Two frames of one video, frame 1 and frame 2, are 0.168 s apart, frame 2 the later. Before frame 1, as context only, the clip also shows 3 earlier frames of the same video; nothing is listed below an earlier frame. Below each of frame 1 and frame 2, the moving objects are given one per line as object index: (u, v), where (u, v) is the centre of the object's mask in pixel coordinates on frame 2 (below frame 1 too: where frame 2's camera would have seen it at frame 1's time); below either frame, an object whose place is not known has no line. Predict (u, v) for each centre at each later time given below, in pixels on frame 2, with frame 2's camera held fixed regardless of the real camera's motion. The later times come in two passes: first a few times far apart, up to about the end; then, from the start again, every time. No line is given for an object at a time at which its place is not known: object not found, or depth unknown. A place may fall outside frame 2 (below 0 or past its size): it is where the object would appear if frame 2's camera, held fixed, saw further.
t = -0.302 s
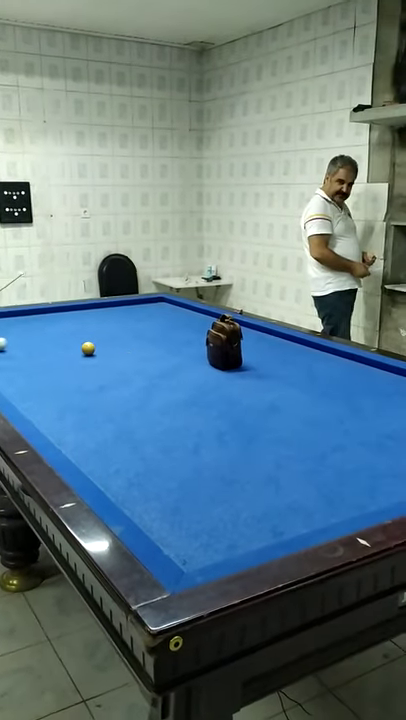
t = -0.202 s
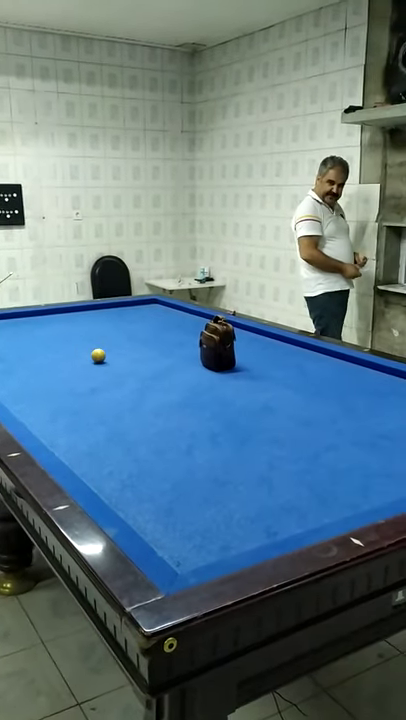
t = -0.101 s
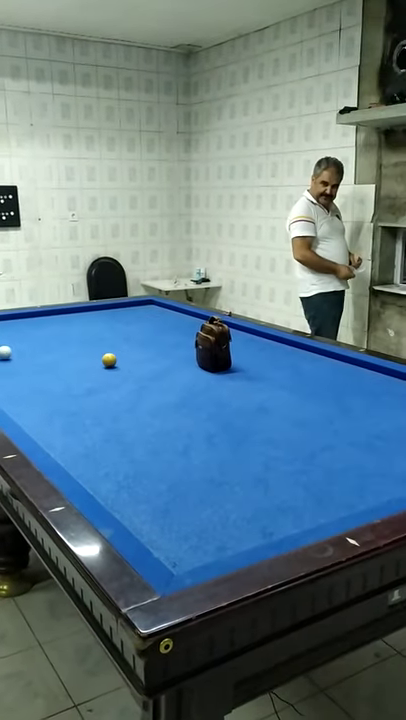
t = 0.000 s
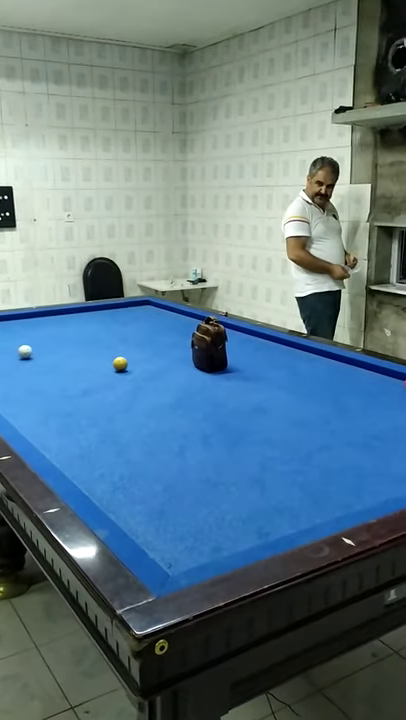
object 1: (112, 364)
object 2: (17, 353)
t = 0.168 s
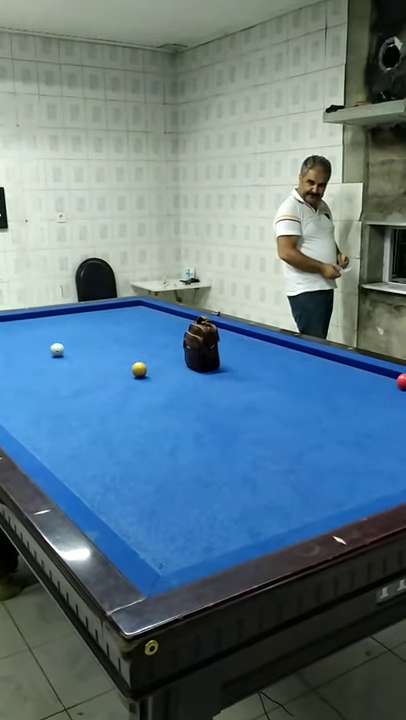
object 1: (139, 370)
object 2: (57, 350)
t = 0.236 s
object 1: (150, 372)
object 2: (73, 348)
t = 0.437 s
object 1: (185, 379)
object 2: (118, 344)
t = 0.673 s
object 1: (228, 387)
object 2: (168, 340)
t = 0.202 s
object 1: (144, 371)
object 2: (65, 349)
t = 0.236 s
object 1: (150, 372)
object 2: (73, 348)
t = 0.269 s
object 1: (156, 373)
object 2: (80, 348)
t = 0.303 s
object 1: (161, 374)
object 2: (88, 347)
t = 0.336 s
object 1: (167, 375)
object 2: (95, 347)
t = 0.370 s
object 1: (173, 377)
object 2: (103, 346)
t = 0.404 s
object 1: (179, 377)
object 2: (110, 345)
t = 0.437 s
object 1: (185, 379)
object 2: (118, 344)
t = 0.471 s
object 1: (191, 380)
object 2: (125, 344)
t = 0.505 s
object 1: (197, 381)
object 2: (132, 343)
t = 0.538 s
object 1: (203, 382)
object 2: (140, 343)
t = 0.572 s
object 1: (209, 384)
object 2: (147, 342)
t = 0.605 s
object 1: (216, 385)
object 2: (154, 342)
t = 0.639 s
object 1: (222, 386)
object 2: (161, 341)
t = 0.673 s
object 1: (228, 387)
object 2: (168, 340)
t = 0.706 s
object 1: (235, 388)
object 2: (175, 340)
